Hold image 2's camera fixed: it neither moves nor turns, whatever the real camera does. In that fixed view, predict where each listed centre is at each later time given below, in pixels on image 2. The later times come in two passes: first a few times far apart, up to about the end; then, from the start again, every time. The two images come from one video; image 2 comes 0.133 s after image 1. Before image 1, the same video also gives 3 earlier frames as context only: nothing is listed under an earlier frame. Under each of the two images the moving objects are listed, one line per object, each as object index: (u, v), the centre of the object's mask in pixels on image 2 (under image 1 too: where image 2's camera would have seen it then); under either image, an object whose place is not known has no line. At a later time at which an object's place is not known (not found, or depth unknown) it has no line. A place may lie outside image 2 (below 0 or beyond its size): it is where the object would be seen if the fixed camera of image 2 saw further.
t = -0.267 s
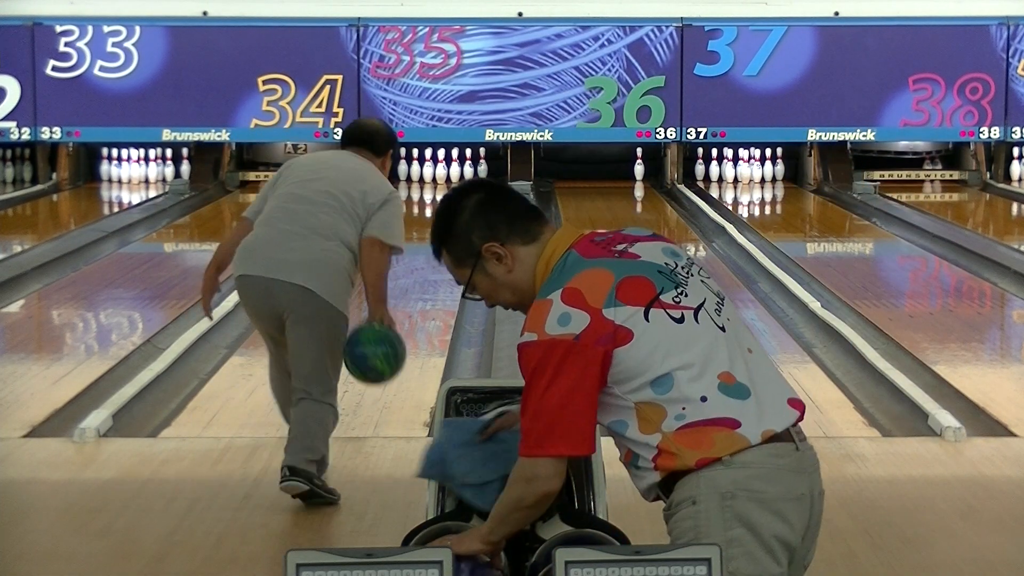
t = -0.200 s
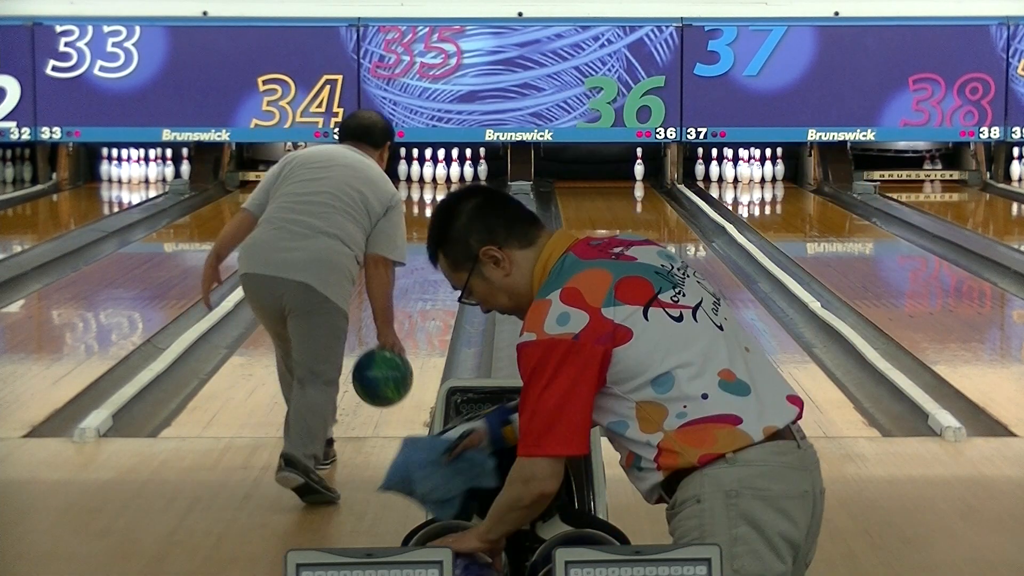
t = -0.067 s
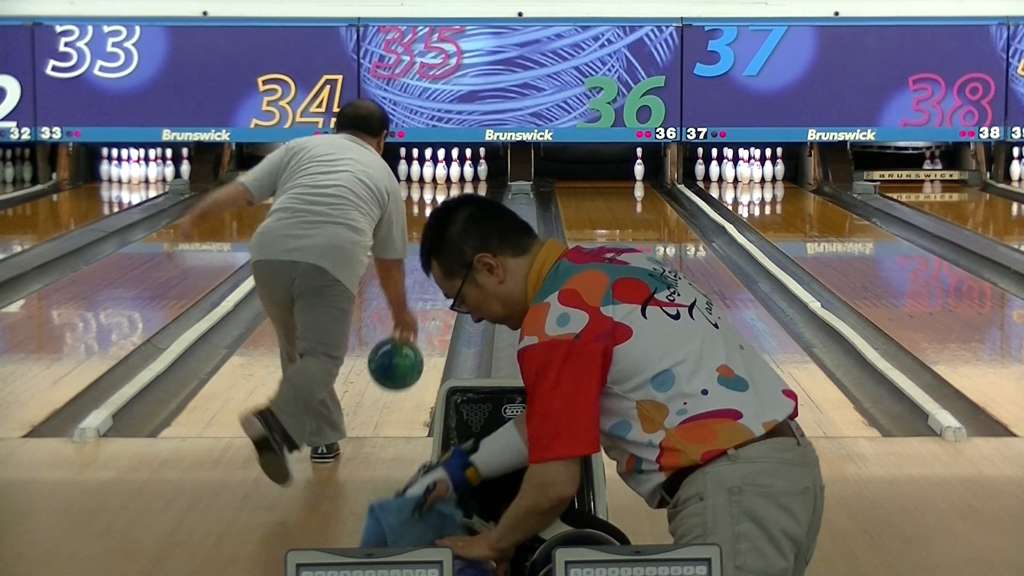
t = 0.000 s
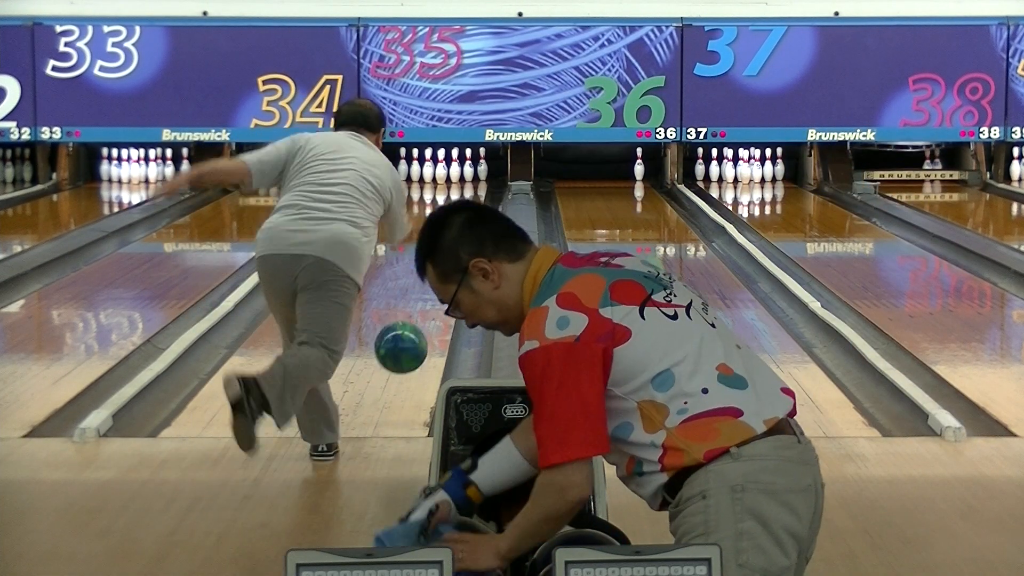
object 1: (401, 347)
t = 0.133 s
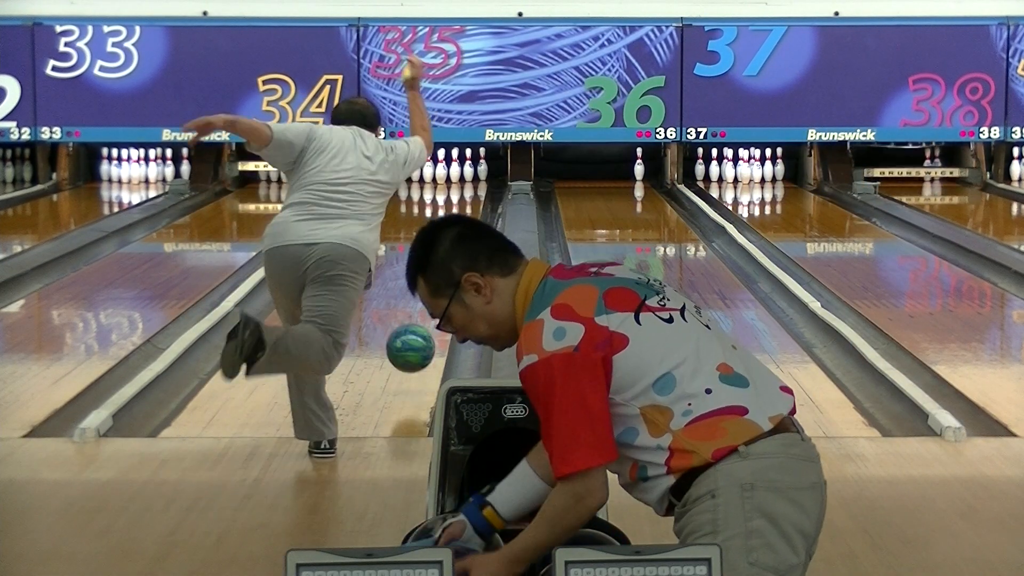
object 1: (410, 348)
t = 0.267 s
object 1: (418, 345)
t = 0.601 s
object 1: (432, 299)
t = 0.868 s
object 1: (445, 273)
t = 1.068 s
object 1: (445, 255)
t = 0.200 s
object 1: (415, 357)
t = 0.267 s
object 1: (418, 345)
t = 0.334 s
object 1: (420, 336)
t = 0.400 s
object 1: (423, 326)
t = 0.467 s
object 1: (426, 317)
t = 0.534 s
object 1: (428, 309)
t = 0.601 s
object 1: (432, 299)
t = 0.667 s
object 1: (437, 292)
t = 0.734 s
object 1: (440, 285)
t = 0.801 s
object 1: (444, 279)
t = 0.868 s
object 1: (445, 273)
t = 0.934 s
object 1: (446, 267)
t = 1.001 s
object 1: (446, 261)
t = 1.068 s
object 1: (445, 255)
